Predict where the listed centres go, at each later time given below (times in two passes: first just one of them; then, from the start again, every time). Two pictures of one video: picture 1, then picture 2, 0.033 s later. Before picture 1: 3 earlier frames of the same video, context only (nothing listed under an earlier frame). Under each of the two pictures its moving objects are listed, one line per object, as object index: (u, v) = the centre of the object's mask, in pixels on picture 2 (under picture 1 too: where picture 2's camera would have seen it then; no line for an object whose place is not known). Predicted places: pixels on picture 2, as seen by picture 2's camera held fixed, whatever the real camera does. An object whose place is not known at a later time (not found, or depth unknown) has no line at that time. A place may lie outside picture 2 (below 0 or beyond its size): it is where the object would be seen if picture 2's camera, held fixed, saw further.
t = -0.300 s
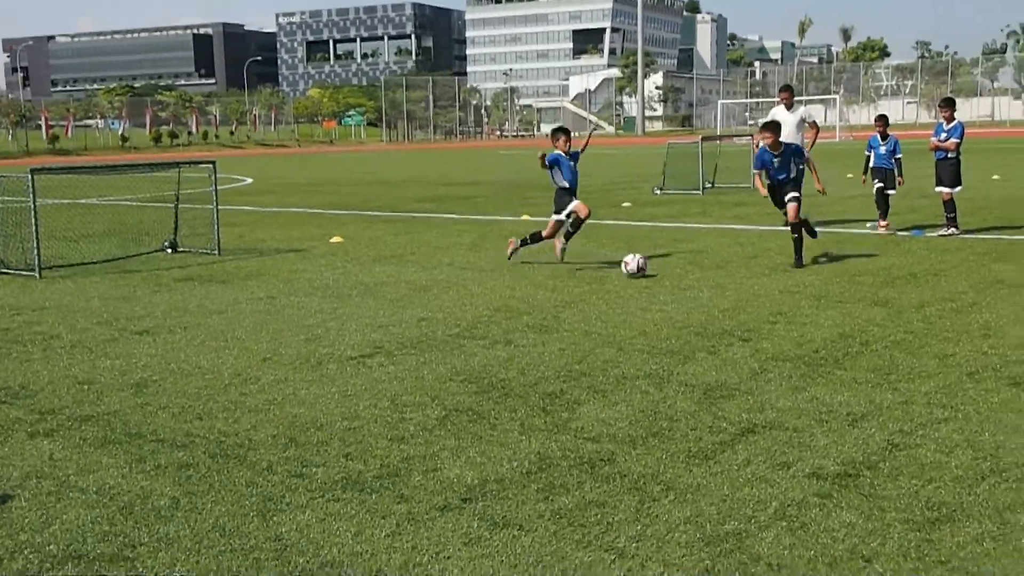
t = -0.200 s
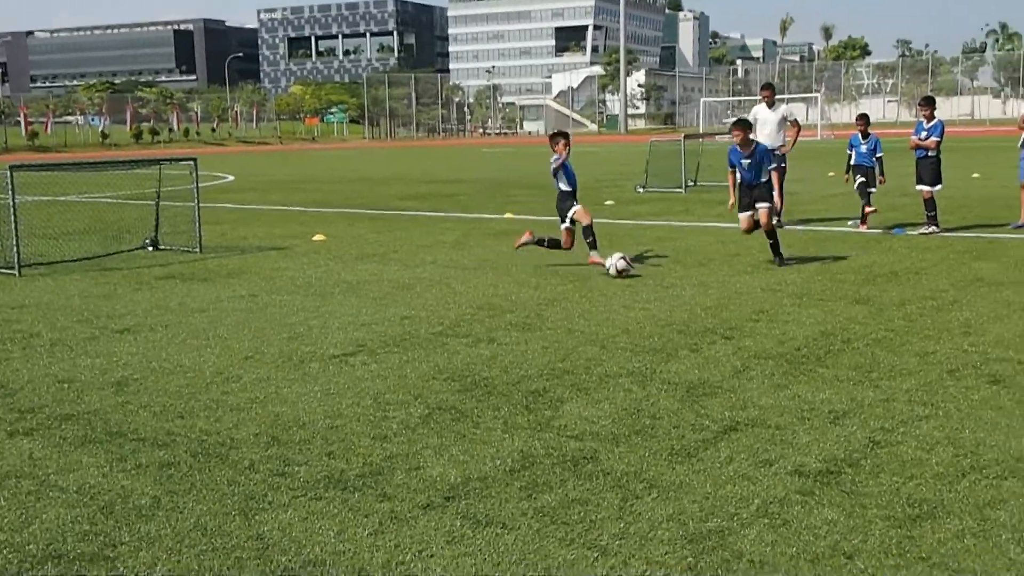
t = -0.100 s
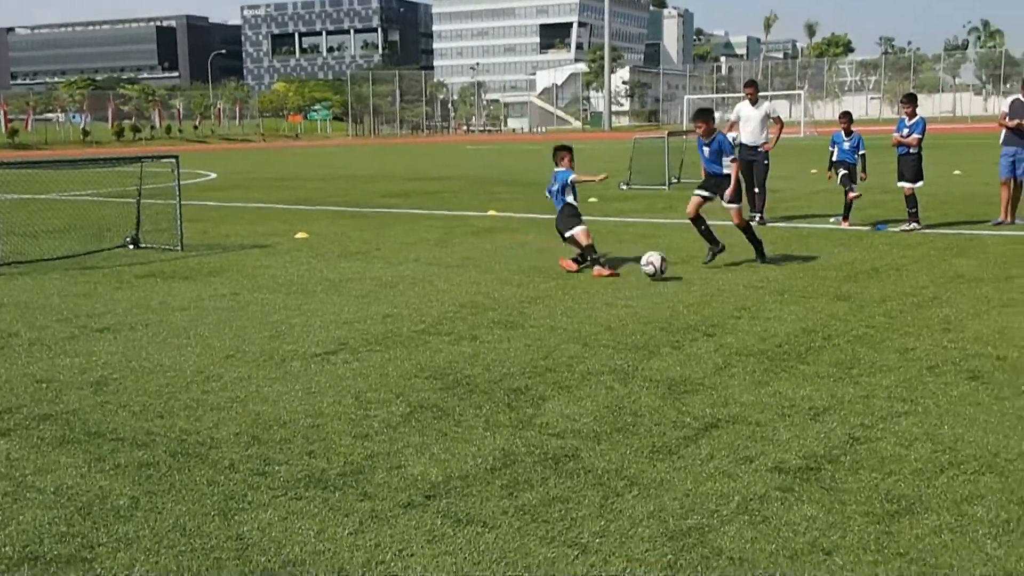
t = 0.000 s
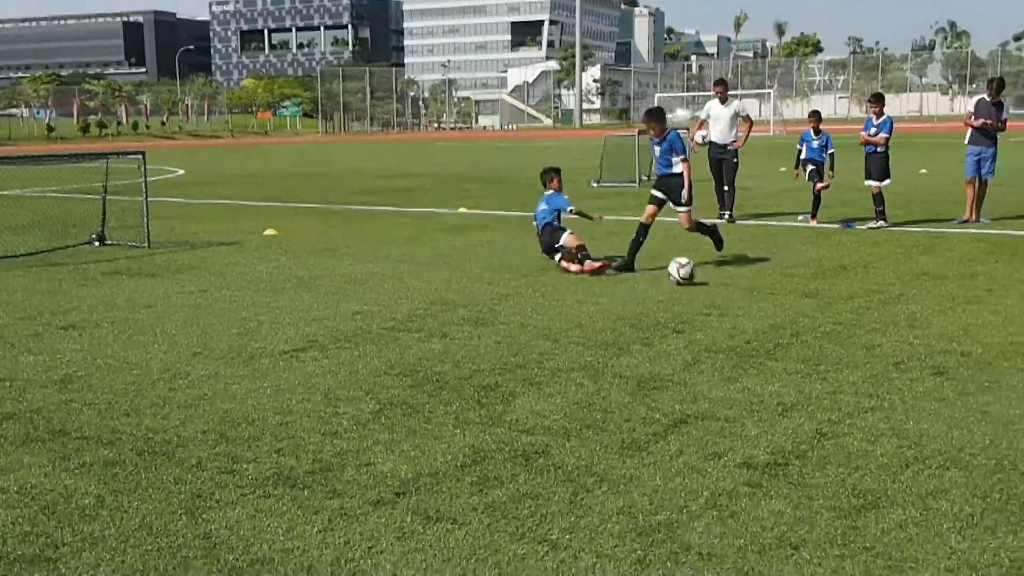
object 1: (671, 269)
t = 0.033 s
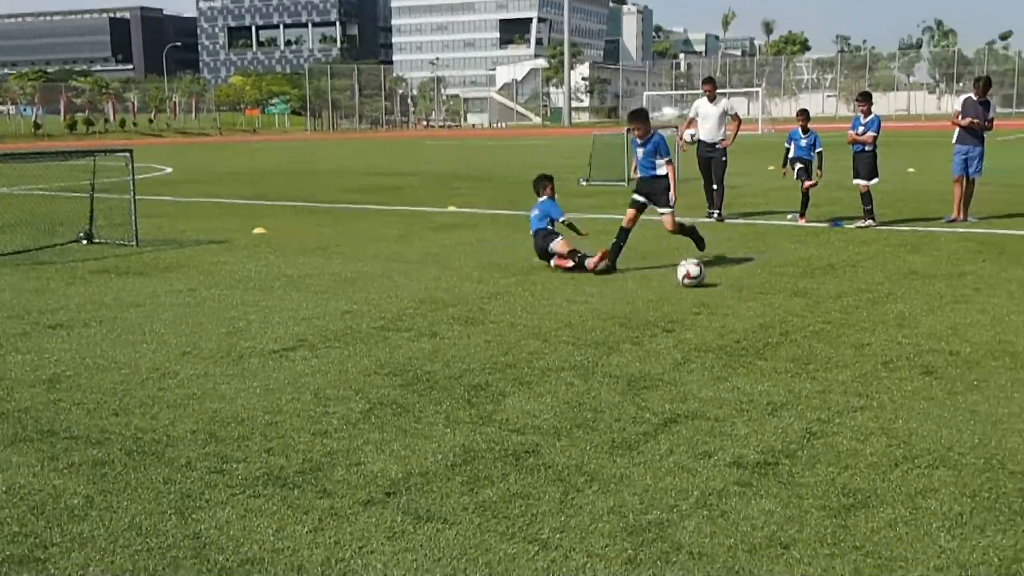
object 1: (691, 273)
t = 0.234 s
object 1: (798, 284)
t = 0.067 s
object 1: (708, 273)
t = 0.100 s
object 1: (726, 275)
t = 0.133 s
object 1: (745, 278)
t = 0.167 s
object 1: (763, 283)
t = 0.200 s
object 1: (780, 284)
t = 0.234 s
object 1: (798, 284)
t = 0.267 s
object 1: (816, 289)
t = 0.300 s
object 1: (834, 292)
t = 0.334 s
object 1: (852, 292)
